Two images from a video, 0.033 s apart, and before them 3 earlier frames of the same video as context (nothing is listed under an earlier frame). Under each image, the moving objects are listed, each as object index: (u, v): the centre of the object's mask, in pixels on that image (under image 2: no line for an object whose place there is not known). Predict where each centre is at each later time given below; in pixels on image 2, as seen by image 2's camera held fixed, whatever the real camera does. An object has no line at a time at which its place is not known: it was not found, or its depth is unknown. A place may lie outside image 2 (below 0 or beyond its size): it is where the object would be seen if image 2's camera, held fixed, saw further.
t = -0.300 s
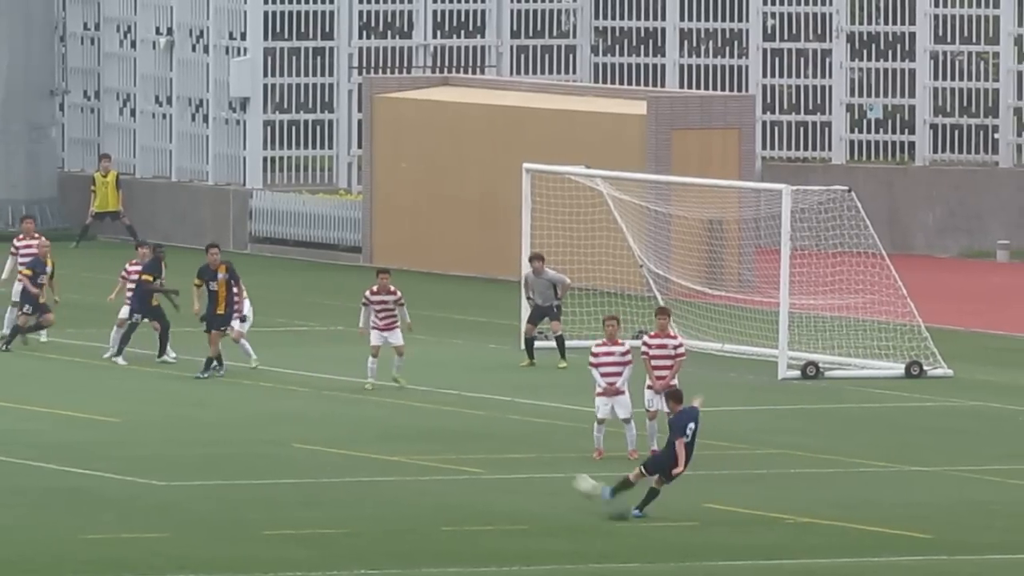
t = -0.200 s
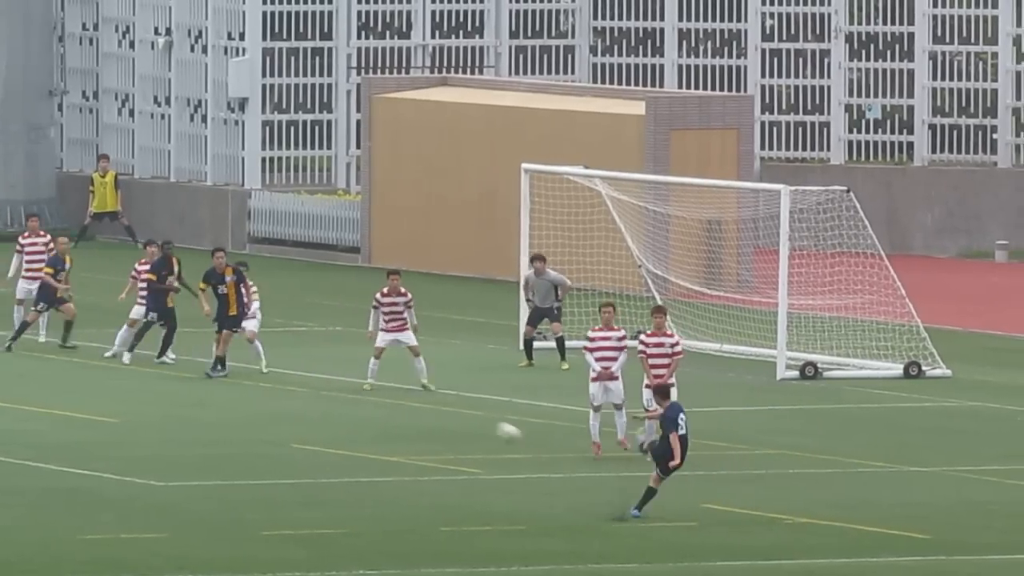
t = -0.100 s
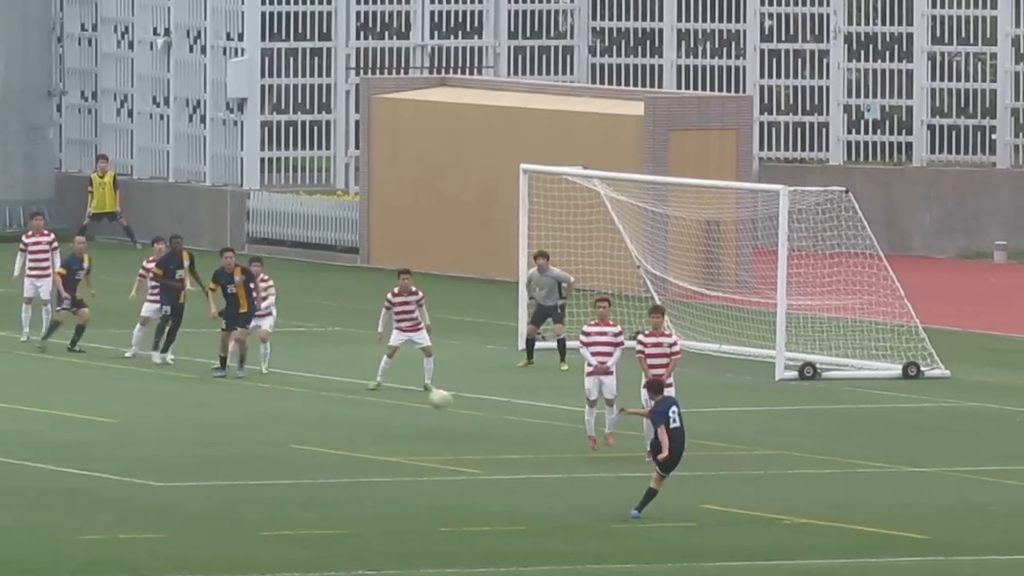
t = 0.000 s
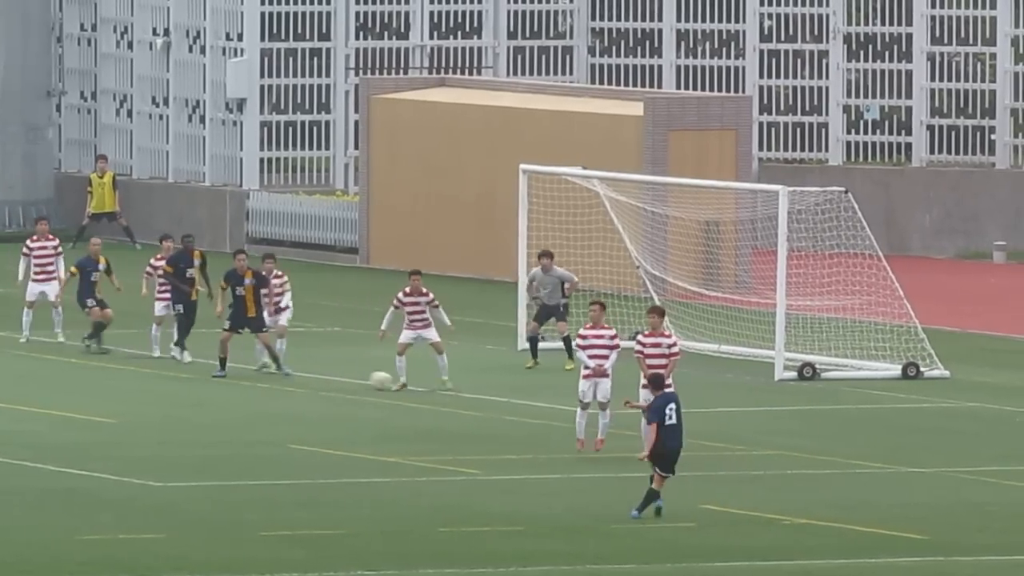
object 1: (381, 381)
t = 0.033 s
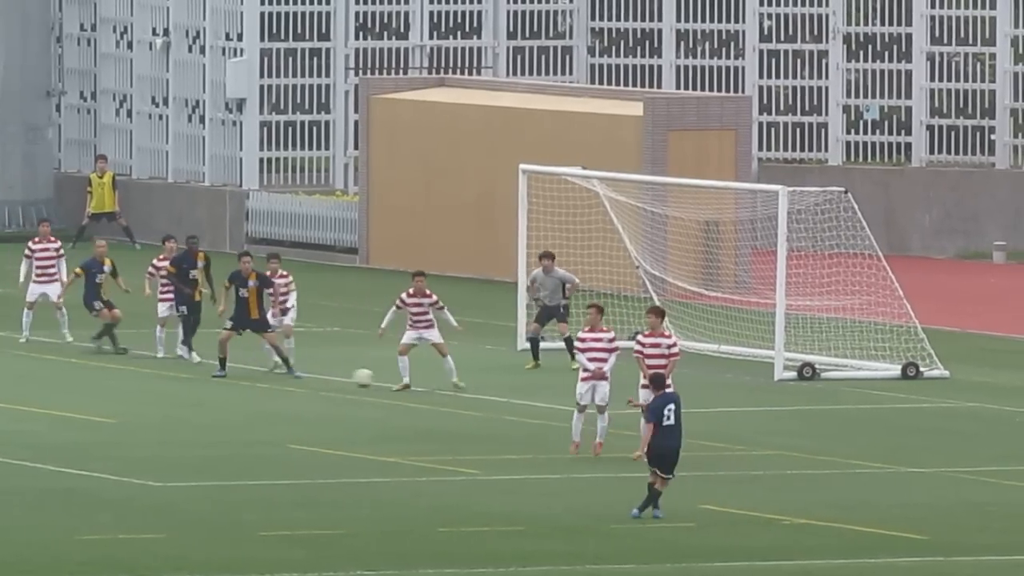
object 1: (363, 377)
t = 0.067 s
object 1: (347, 376)
